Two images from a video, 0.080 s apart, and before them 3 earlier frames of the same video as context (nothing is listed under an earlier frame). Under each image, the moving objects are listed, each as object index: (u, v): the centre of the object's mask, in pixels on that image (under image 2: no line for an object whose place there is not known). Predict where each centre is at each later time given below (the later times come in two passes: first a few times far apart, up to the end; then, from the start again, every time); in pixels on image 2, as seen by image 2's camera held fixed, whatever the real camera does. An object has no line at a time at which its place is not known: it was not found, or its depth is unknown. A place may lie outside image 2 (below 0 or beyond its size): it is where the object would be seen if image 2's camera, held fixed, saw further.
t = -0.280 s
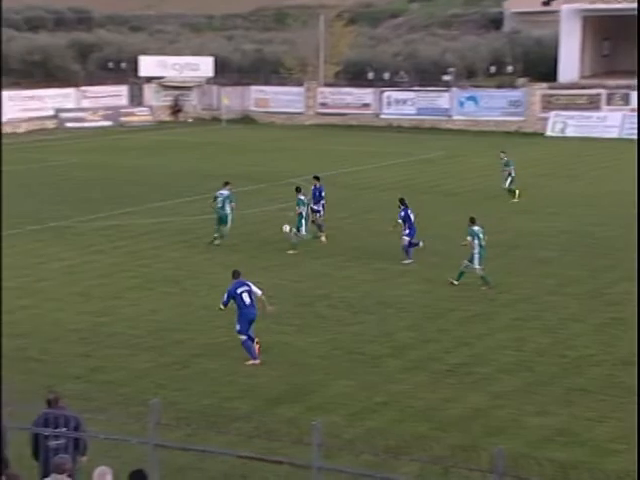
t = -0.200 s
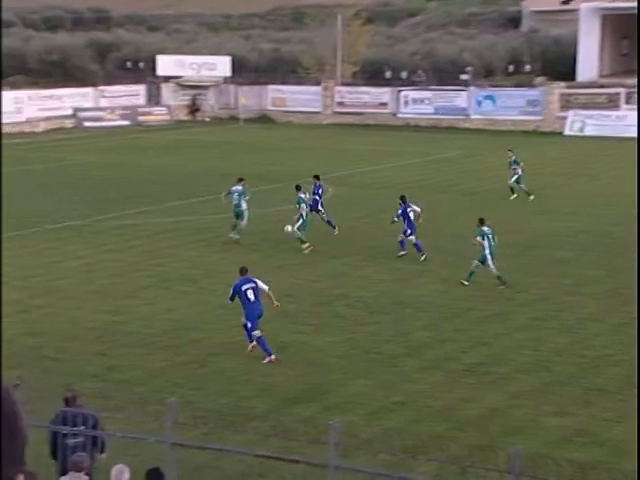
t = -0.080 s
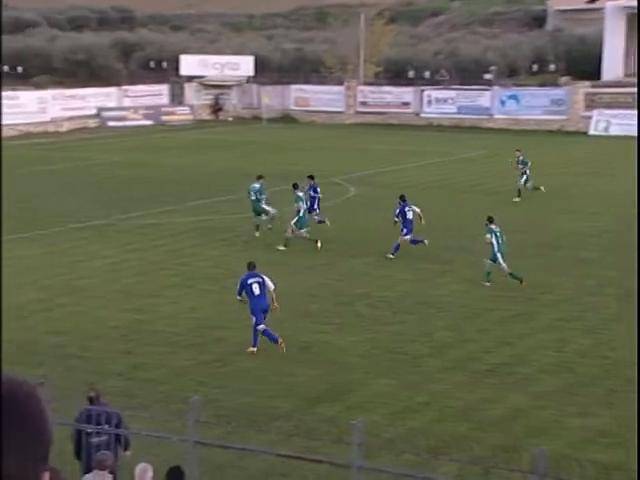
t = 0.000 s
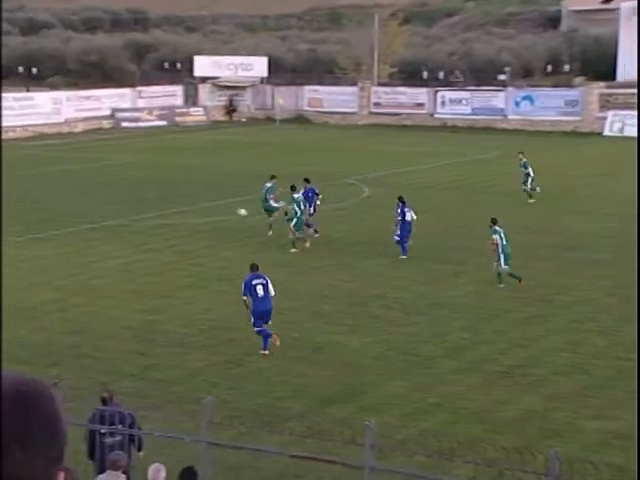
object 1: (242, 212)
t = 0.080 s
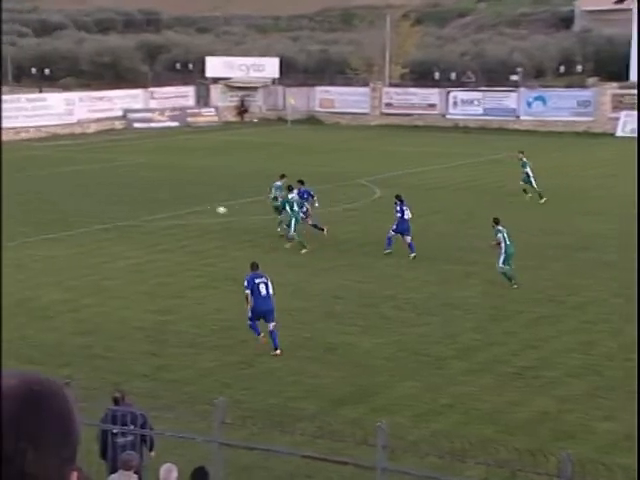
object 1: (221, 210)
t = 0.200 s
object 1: (171, 209)
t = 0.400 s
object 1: (91, 222)
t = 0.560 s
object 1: (32, 231)
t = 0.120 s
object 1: (204, 209)
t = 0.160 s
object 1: (188, 209)
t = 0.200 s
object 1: (171, 209)
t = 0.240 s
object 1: (156, 210)
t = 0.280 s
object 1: (140, 212)
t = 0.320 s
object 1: (123, 215)
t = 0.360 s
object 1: (107, 218)
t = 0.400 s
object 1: (91, 222)
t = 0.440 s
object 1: (75, 225)
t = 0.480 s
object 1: (59, 229)
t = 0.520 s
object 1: (44, 234)
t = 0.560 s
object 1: (32, 231)
